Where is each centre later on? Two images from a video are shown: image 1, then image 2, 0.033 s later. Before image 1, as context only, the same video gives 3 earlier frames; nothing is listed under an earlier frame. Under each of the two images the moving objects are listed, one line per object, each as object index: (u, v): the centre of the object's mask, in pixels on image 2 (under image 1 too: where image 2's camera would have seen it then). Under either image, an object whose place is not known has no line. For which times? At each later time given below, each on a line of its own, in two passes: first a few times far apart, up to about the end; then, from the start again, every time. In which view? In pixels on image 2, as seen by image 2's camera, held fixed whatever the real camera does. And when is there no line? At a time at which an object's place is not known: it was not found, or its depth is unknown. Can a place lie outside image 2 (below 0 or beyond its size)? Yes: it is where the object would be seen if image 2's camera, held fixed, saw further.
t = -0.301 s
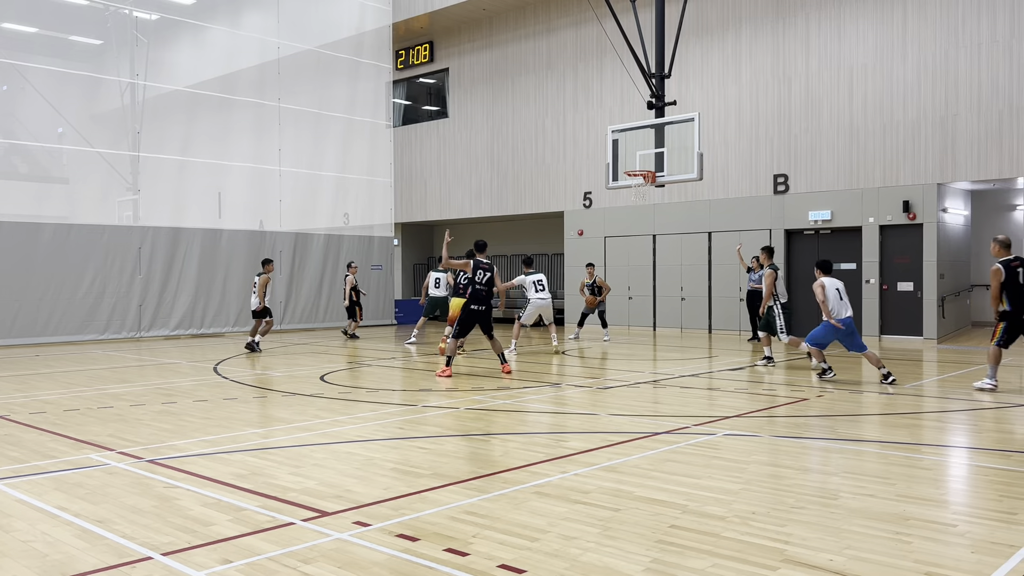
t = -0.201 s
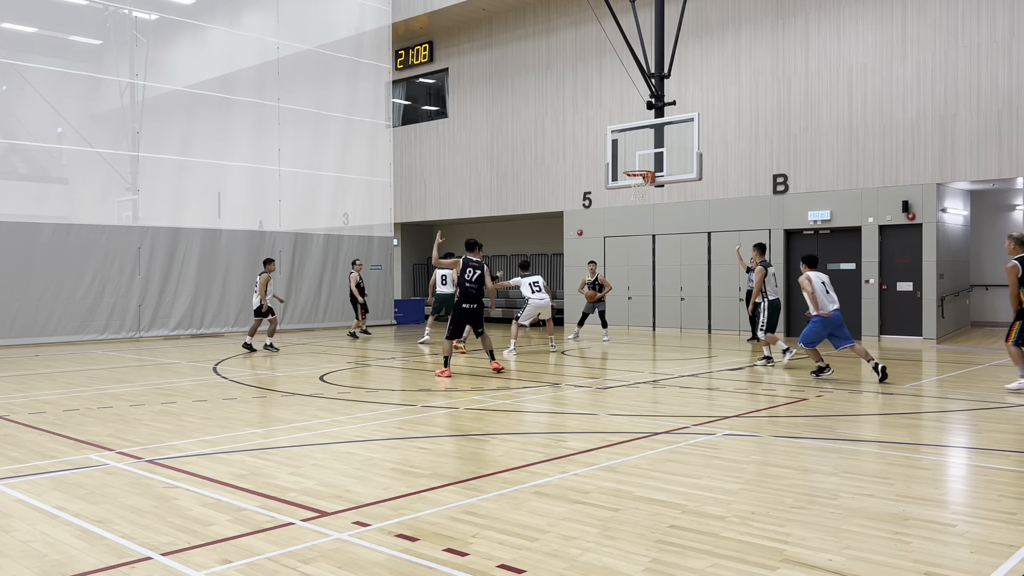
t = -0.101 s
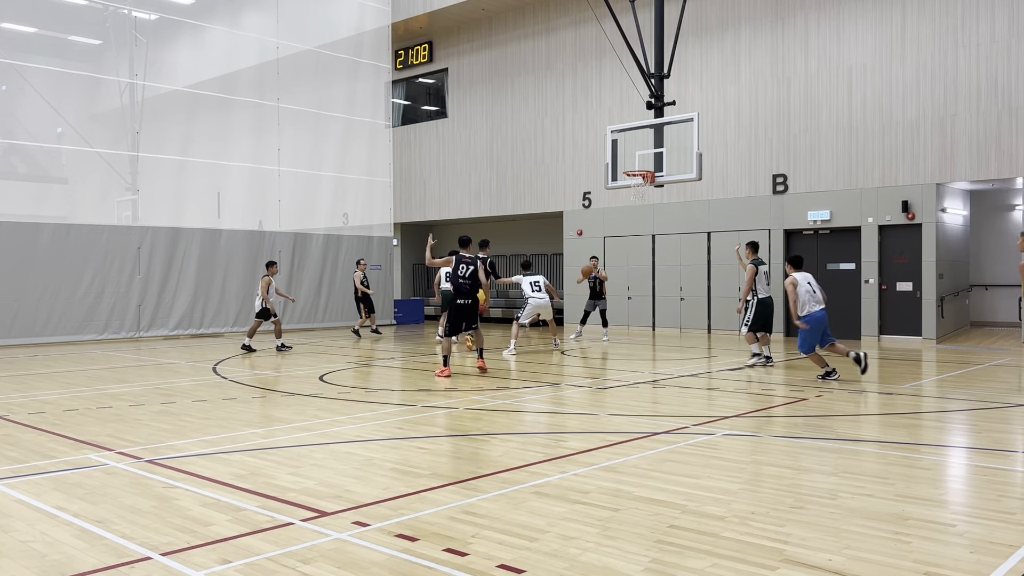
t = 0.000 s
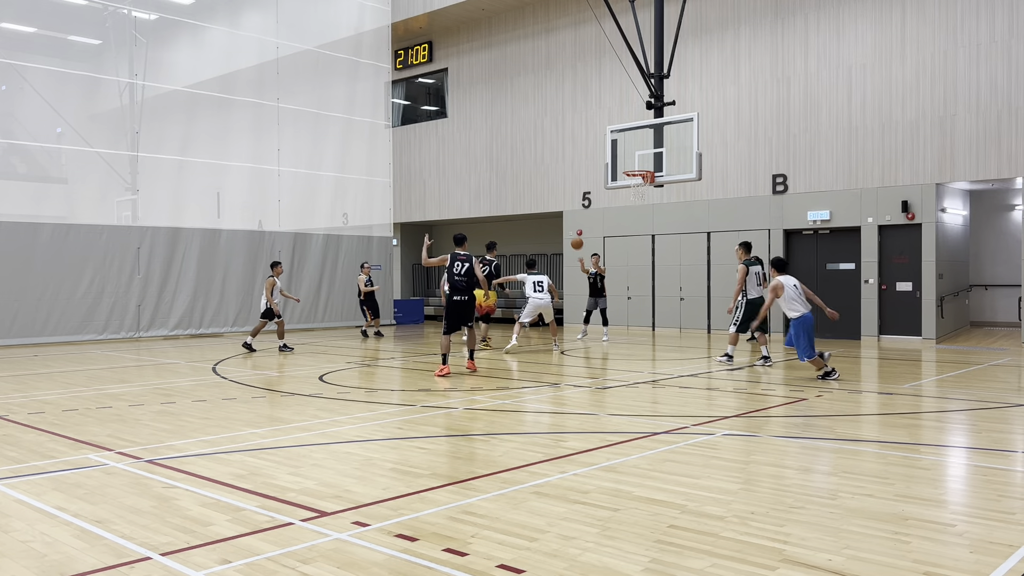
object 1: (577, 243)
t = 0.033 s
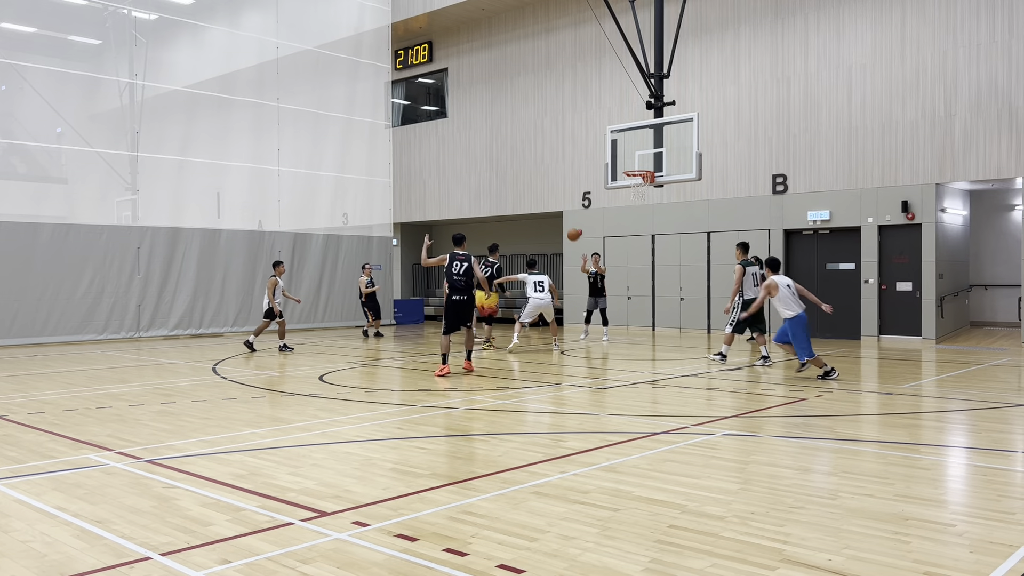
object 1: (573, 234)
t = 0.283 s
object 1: (544, 182)
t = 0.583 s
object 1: (502, 156)
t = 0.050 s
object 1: (571, 230)
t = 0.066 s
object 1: (569, 226)
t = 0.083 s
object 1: (568, 222)
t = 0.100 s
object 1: (566, 218)
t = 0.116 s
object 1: (564, 215)
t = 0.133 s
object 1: (562, 211)
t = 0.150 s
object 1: (560, 207)
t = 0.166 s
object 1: (558, 204)
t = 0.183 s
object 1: (556, 200)
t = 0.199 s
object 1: (554, 197)
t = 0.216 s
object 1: (552, 194)
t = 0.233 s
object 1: (550, 191)
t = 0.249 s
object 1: (548, 188)
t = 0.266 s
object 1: (546, 185)
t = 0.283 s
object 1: (544, 182)
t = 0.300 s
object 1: (542, 180)
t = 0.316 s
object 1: (539, 177)
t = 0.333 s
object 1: (537, 175)
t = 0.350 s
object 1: (535, 173)
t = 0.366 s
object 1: (533, 170)
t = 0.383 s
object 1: (531, 168)
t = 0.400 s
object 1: (528, 167)
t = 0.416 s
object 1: (526, 165)
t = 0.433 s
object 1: (524, 163)
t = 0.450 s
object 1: (521, 162)
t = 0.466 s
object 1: (519, 161)
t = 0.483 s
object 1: (517, 159)
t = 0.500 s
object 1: (514, 158)
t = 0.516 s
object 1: (512, 158)
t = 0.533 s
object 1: (509, 157)
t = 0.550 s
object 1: (507, 156)
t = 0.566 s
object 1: (504, 156)
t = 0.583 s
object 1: (502, 156)
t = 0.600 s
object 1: (499, 155)
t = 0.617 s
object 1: (497, 155)
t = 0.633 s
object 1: (494, 156)
